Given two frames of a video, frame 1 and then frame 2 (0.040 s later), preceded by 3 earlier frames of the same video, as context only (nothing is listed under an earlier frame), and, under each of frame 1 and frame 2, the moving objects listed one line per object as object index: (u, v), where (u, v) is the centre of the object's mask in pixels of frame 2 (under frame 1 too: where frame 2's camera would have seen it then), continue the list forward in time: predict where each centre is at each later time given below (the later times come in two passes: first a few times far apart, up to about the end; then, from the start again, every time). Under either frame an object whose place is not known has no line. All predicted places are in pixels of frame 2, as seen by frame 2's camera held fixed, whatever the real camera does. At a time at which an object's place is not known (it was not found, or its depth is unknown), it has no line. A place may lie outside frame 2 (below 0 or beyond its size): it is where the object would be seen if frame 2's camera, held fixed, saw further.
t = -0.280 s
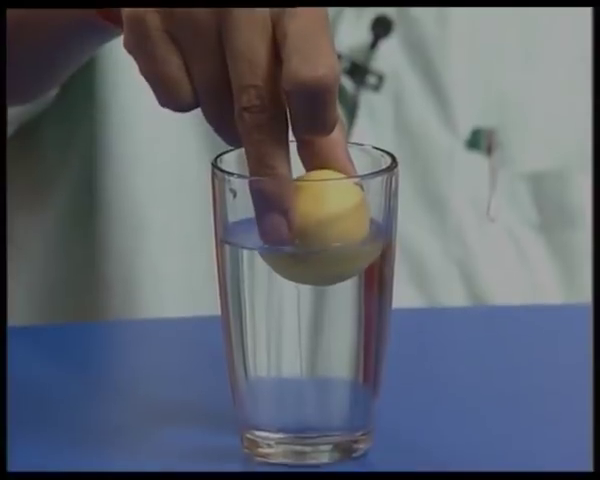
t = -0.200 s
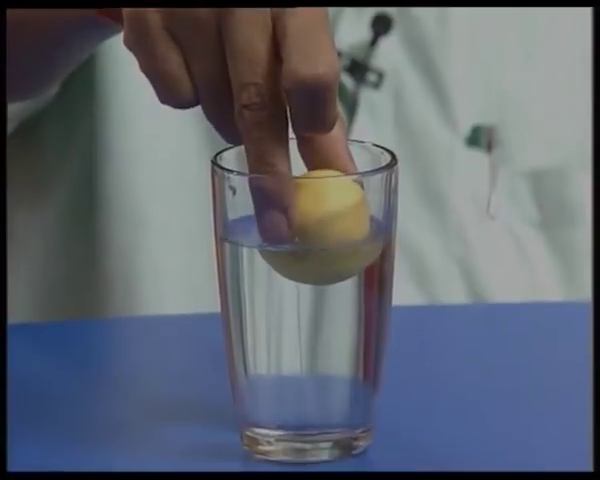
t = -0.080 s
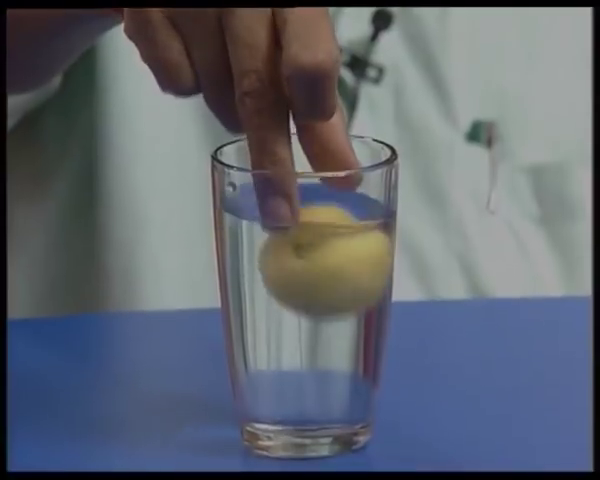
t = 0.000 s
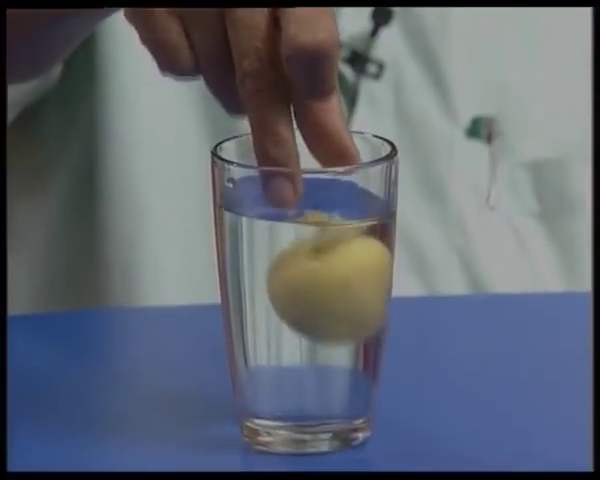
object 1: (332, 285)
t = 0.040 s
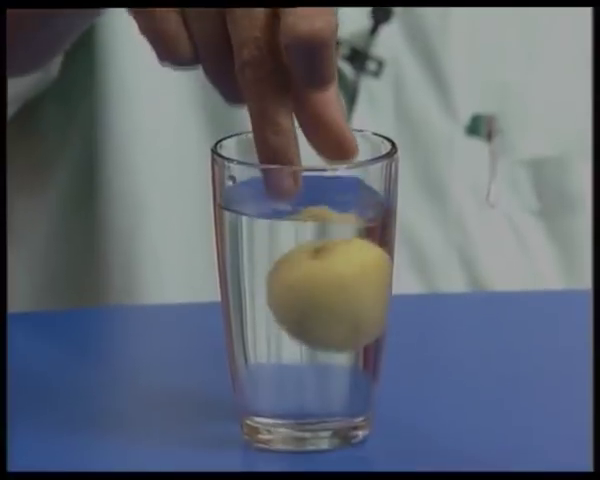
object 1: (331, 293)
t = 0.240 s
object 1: (312, 327)
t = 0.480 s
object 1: (287, 345)
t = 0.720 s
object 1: (296, 346)
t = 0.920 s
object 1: (305, 345)
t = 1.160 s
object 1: (308, 348)
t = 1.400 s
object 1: (307, 352)
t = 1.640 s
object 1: (305, 360)
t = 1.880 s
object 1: (300, 369)
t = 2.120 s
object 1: (299, 369)
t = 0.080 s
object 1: (329, 300)
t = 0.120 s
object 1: (326, 307)
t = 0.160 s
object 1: (322, 314)
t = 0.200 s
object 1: (317, 321)
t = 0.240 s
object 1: (312, 327)
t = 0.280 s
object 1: (306, 333)
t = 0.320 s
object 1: (300, 337)
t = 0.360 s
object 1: (296, 340)
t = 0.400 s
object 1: (292, 343)
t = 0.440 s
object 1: (288, 345)
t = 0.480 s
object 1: (287, 345)
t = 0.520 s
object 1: (288, 345)
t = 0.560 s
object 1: (289, 346)
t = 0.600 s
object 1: (291, 346)
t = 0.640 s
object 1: (293, 346)
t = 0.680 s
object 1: (294, 346)
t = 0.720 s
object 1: (296, 346)
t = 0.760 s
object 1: (298, 345)
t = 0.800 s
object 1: (300, 345)
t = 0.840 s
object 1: (302, 345)
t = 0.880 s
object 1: (304, 345)
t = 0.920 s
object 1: (305, 345)
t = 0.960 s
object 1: (306, 346)
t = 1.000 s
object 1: (308, 346)
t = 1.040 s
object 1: (308, 346)
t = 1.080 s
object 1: (308, 347)
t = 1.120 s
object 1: (308, 347)
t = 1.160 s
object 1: (308, 348)
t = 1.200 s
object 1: (308, 348)
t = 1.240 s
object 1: (308, 349)
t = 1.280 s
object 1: (308, 349)
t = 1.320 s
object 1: (308, 350)
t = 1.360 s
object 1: (307, 351)
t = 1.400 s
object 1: (307, 352)
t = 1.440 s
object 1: (307, 353)
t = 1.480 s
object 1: (306, 354)
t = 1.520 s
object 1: (306, 355)
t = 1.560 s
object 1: (305, 357)
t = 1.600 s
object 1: (305, 358)
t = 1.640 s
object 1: (305, 360)
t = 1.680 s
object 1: (304, 362)
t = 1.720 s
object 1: (303, 363)
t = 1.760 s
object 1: (302, 365)
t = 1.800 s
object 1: (302, 367)
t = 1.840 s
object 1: (301, 368)
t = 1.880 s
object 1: (300, 369)
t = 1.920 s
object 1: (300, 371)
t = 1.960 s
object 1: (299, 371)
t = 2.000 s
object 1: (299, 370)
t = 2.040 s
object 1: (299, 370)
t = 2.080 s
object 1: (299, 369)
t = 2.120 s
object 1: (299, 369)
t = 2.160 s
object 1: (299, 369)
